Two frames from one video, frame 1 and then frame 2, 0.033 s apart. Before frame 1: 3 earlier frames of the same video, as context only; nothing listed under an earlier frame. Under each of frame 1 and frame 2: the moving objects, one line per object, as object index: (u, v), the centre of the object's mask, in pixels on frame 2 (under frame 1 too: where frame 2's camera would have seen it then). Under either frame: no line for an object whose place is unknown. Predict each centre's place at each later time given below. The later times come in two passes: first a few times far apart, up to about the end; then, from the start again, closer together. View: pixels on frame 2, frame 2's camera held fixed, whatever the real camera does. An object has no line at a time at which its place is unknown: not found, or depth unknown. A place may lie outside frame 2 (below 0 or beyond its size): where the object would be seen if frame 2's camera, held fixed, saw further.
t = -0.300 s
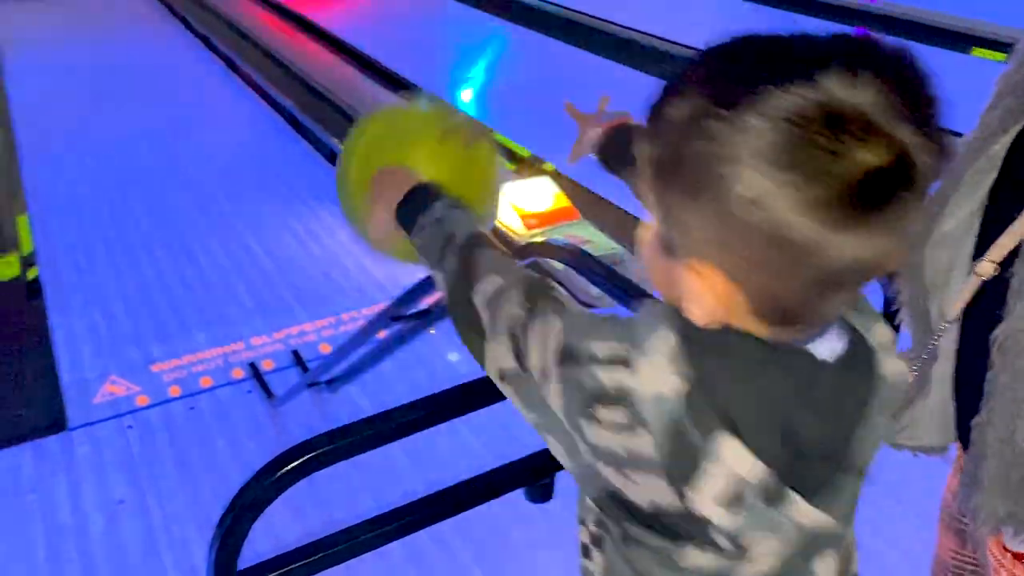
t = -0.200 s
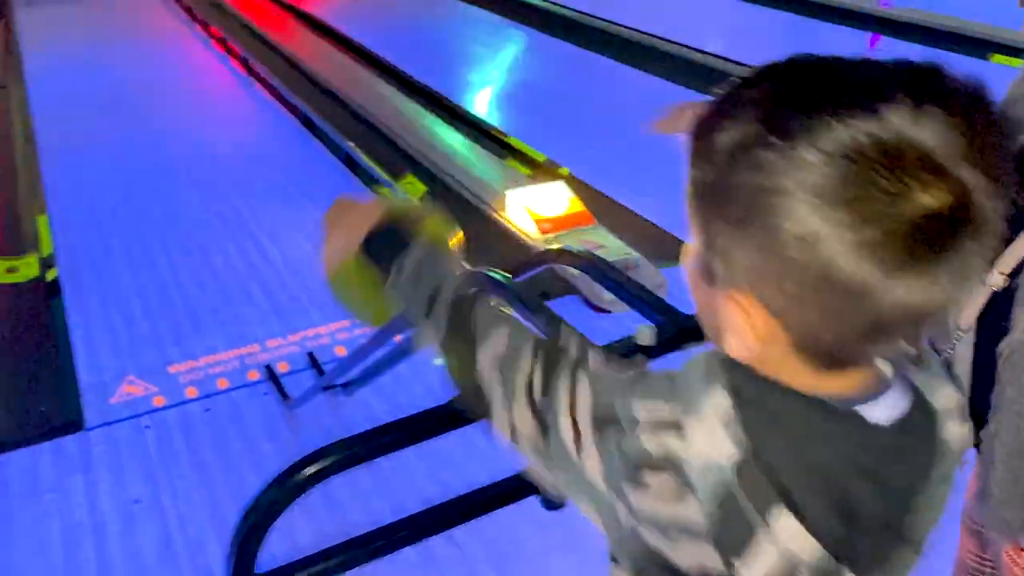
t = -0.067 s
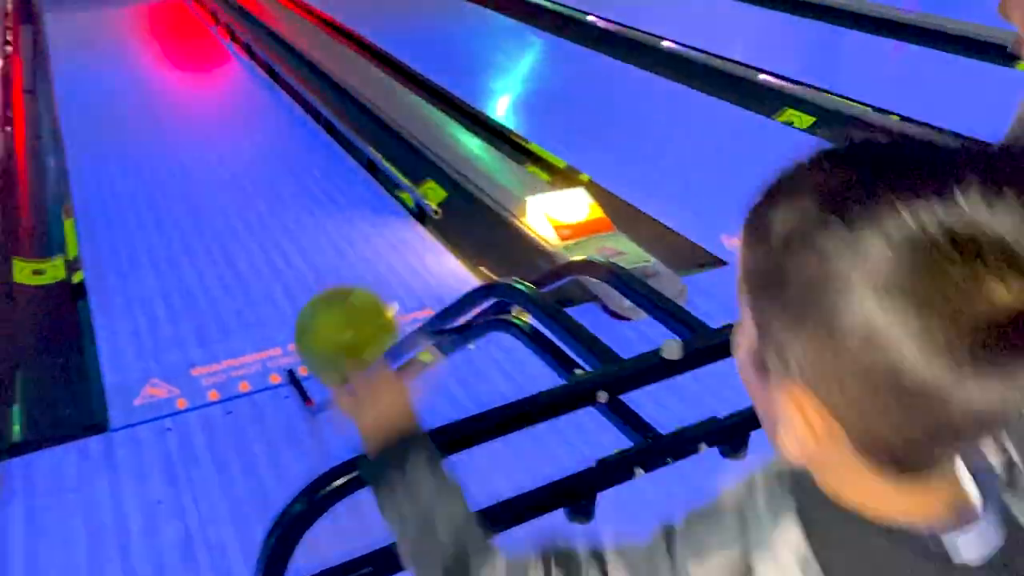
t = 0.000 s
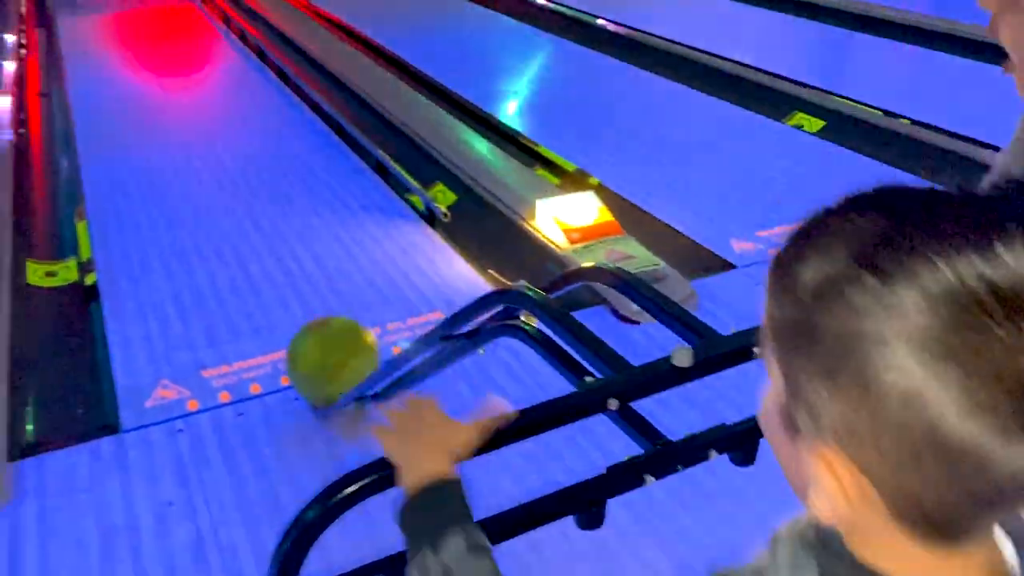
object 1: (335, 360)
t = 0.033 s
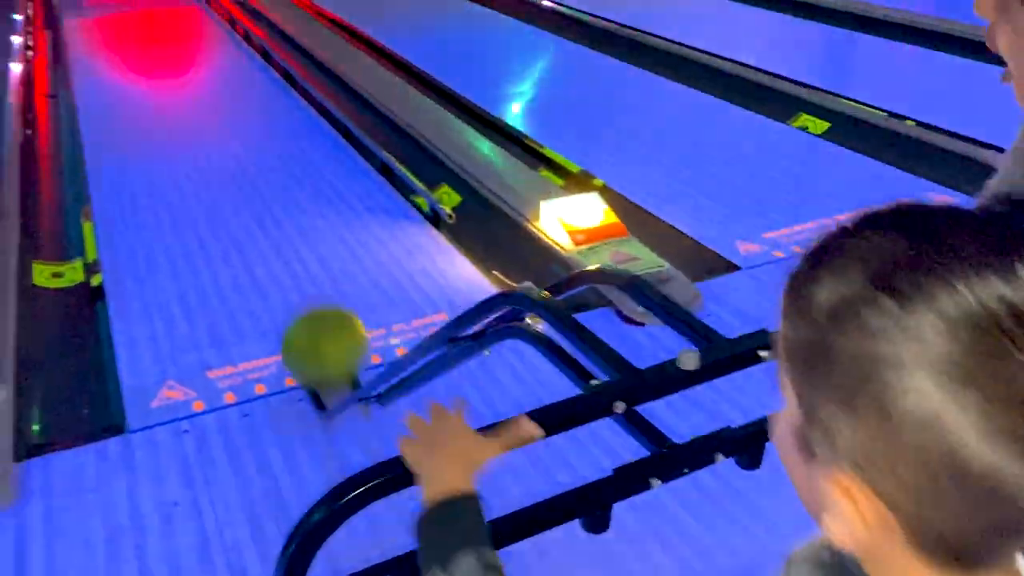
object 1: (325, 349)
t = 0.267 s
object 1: (245, 233)
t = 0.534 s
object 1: (193, 152)
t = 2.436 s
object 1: (86, -23)
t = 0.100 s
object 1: (296, 299)
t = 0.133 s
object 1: (284, 283)
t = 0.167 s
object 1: (274, 273)
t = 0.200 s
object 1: (264, 261)
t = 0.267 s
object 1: (245, 233)
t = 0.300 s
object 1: (237, 221)
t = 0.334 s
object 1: (229, 209)
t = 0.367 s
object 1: (221, 198)
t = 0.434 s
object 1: (208, 178)
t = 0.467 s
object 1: (203, 169)
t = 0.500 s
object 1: (198, 160)
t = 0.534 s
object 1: (193, 152)
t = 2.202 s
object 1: (90, -14)
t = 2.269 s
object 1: (90, -16)
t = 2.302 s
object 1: (89, -17)
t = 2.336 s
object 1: (89, -19)
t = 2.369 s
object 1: (87, -20)
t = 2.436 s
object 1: (86, -23)
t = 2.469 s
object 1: (86, -24)
